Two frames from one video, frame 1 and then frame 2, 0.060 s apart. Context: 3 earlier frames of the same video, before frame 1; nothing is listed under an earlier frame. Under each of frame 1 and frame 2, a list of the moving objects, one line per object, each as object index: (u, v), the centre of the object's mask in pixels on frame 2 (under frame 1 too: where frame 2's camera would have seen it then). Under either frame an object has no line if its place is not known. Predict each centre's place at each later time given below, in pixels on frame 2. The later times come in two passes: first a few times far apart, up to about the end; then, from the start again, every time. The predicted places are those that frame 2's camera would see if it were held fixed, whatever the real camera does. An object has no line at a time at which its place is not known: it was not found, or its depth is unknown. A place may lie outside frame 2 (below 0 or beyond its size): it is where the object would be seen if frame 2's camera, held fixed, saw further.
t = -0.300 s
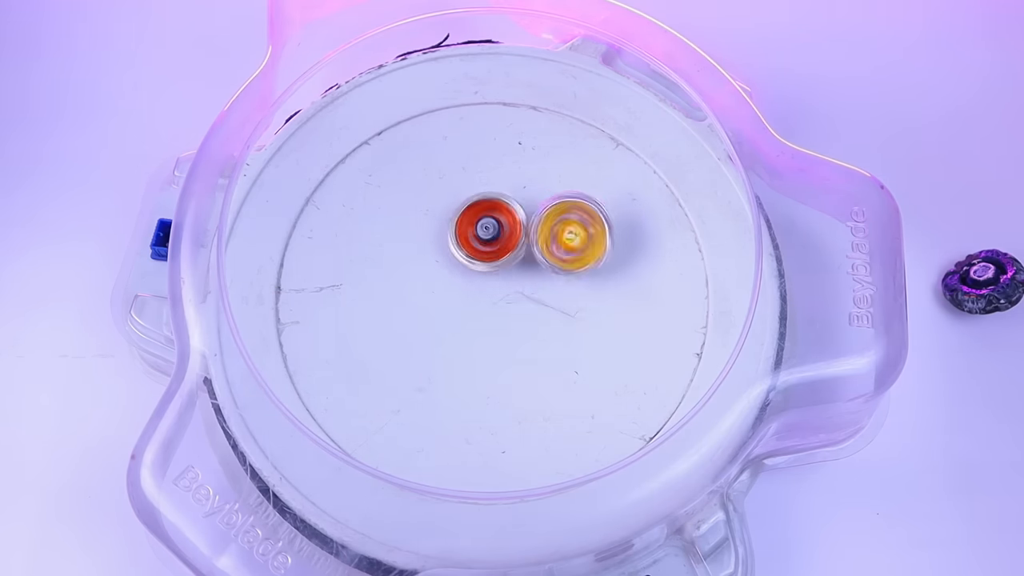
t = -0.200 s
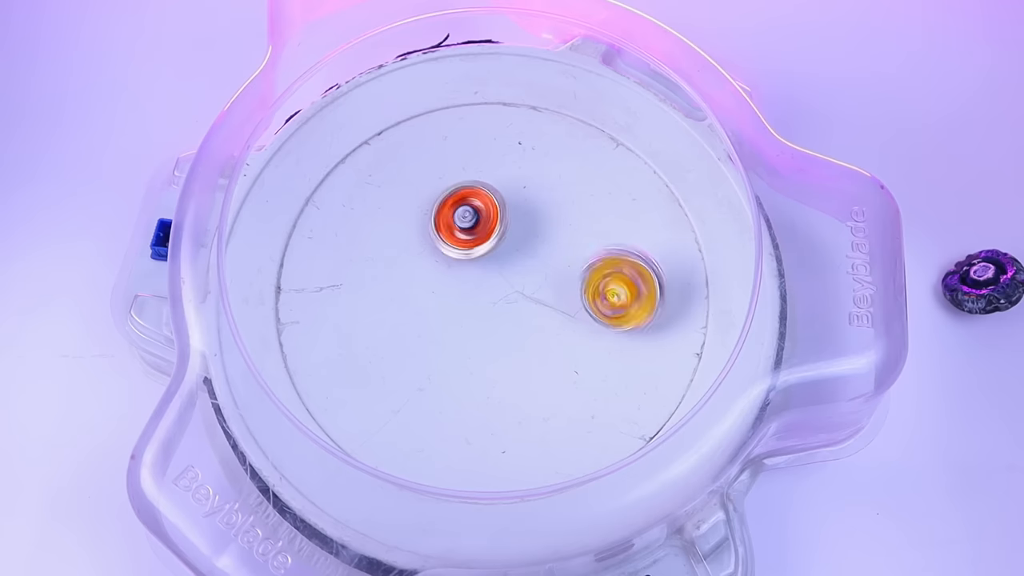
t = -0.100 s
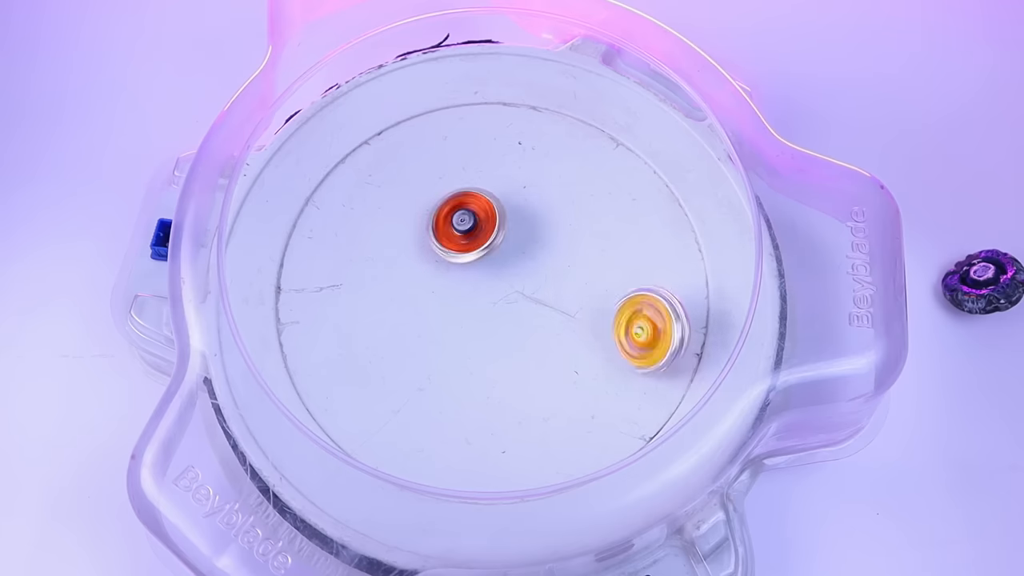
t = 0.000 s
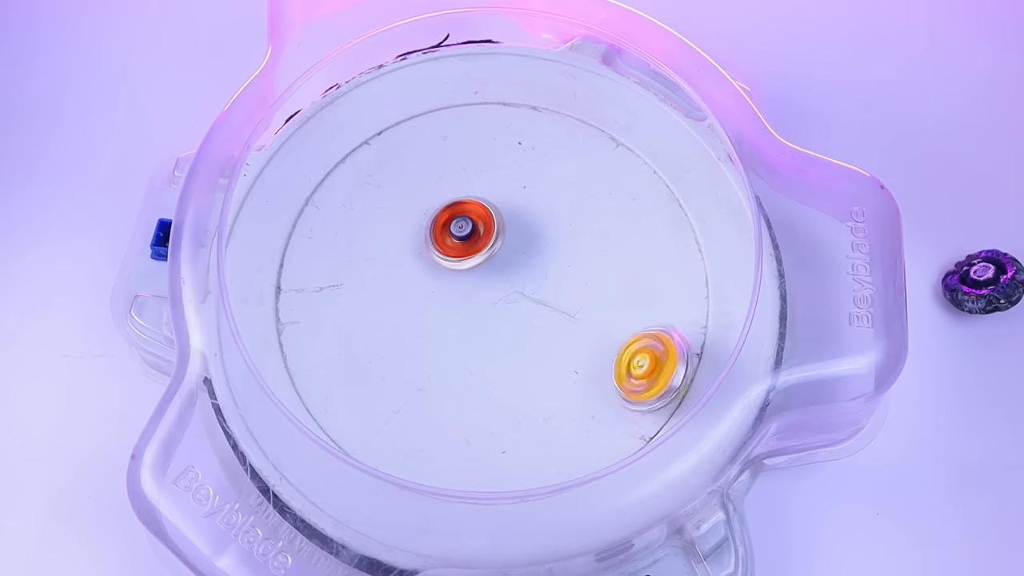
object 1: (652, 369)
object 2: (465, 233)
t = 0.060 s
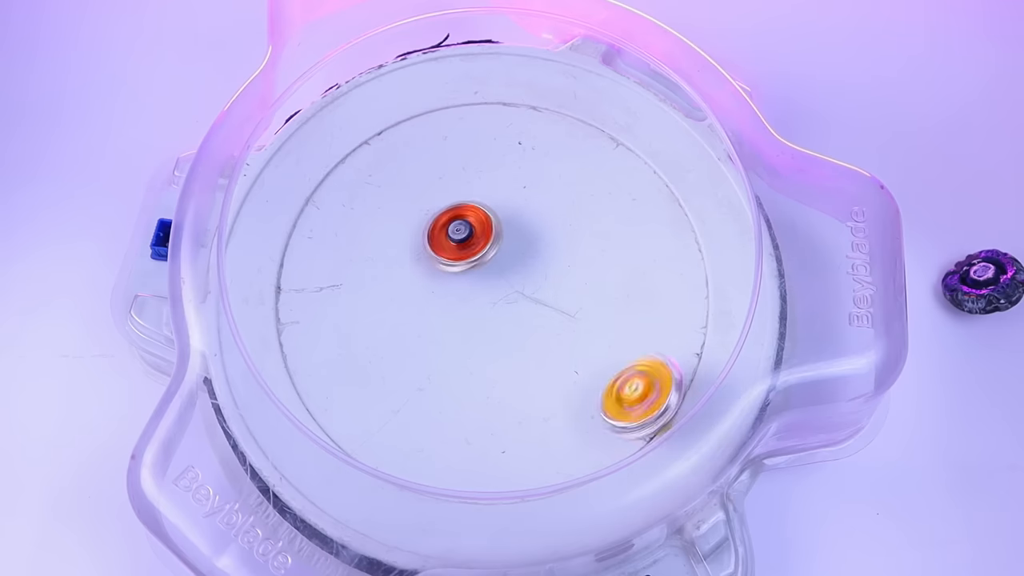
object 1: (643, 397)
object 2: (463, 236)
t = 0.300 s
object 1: (498, 419)
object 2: (450, 249)
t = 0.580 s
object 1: (339, 266)
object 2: (434, 250)
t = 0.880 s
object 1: (417, 149)
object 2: (432, 245)
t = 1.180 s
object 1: (588, 252)
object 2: (442, 255)
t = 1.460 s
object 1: (515, 421)
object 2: (441, 274)
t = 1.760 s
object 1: (335, 376)
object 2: (431, 289)
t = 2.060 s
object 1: (413, 219)
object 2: (446, 296)
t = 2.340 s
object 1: (562, 272)
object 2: (459, 303)
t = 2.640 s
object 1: (479, 405)
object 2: (465, 320)
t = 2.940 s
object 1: (376, 293)
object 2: (464, 328)
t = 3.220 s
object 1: (530, 225)
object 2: (467, 330)
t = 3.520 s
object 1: (647, 222)
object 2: (477, 333)
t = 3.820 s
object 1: (632, 229)
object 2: (488, 339)
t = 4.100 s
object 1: (623, 206)
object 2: (493, 339)
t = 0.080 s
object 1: (637, 405)
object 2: (462, 238)
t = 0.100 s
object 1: (630, 413)
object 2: (461, 239)
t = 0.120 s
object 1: (622, 416)
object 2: (460, 241)
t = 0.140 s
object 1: (609, 421)
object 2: (459, 242)
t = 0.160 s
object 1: (600, 421)
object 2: (458, 243)
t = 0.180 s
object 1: (586, 424)
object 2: (458, 244)
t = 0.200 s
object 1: (576, 425)
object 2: (456, 245)
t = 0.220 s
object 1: (561, 425)
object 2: (455, 246)
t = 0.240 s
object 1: (550, 424)
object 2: (454, 247)
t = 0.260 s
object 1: (531, 424)
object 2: (453, 247)
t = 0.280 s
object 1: (517, 421)
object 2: (452, 248)
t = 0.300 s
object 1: (498, 419)
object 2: (450, 249)
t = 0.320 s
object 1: (484, 413)
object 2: (449, 249)
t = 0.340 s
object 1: (467, 408)
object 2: (448, 250)
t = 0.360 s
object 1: (452, 400)
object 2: (446, 251)
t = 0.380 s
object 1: (435, 392)
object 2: (446, 251)
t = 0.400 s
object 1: (422, 382)
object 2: (444, 252)
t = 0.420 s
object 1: (409, 373)
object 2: (443, 251)
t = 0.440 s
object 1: (398, 361)
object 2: (442, 252)
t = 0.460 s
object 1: (385, 350)
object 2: (440, 252)
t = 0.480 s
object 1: (375, 336)
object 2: (439, 251)
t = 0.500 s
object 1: (366, 324)
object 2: (438, 252)
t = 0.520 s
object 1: (358, 309)
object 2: (437, 251)
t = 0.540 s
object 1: (349, 295)
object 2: (436, 250)
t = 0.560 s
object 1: (344, 279)
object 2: (435, 251)
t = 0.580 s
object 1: (339, 266)
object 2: (434, 250)
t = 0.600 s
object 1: (337, 252)
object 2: (434, 249)
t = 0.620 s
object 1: (332, 241)
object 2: (433, 248)
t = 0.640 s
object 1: (333, 225)
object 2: (433, 247)
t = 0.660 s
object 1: (333, 214)
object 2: (433, 247)
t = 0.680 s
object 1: (336, 200)
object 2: (433, 247)
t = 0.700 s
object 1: (339, 190)
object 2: (433, 246)
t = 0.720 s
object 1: (341, 177)
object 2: (432, 246)
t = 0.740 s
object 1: (346, 168)
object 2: (432, 246)
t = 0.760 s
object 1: (351, 158)
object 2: (432, 245)
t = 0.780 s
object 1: (362, 157)
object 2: (432, 245)
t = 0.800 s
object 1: (371, 154)
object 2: (432, 244)
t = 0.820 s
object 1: (382, 152)
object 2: (433, 244)
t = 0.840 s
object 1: (392, 151)
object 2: (432, 244)
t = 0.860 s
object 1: (405, 151)
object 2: (433, 244)
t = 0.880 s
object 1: (417, 149)
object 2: (432, 245)
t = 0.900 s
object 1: (429, 147)
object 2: (432, 245)
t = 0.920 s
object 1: (445, 148)
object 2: (434, 244)
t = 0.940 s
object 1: (457, 150)
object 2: (434, 245)
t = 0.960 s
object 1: (471, 154)
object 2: (435, 245)
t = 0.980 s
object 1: (486, 158)
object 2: (435, 246)
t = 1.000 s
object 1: (501, 163)
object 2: (436, 247)
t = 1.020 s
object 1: (515, 171)
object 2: (436, 247)
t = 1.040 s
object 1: (526, 177)
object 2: (437, 247)
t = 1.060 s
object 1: (537, 186)
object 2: (438, 248)
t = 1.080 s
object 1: (547, 192)
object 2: (439, 249)
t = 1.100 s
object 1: (558, 204)
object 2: (439, 250)
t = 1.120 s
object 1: (565, 211)
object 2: (440, 251)
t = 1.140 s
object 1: (575, 226)
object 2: (441, 252)
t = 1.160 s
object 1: (581, 237)
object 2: (441, 254)
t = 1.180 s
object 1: (588, 252)
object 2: (442, 255)
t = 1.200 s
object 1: (590, 265)
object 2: (442, 256)
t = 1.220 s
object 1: (594, 280)
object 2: (443, 257)
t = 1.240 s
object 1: (594, 293)
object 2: (444, 259)
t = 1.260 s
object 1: (596, 307)
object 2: (443, 260)
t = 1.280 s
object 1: (594, 321)
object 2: (443, 261)
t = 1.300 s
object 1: (591, 334)
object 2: (443, 263)
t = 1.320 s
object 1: (585, 348)
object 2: (443, 264)
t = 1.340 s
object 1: (581, 360)
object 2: (443, 265)
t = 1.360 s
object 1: (570, 375)
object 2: (443, 267)
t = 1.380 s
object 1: (564, 384)
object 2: (443, 268)
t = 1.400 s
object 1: (551, 396)
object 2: (443, 270)
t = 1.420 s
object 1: (542, 404)
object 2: (442, 271)
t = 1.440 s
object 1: (526, 415)
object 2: (442, 272)
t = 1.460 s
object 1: (515, 421)
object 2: (441, 274)
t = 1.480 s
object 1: (499, 428)
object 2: (441, 275)
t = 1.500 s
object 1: (483, 431)
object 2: (441, 276)
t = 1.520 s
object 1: (467, 436)
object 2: (440, 277)
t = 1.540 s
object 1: (450, 437)
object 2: (439, 279)
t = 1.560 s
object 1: (437, 437)
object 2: (439, 279)
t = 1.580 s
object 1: (420, 436)
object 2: (438, 281)
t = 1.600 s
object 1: (408, 434)
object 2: (438, 282)
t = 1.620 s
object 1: (392, 431)
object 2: (437, 283)
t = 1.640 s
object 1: (381, 425)
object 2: (436, 284)
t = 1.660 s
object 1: (369, 420)
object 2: (436, 285)
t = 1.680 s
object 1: (358, 412)
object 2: (435, 286)
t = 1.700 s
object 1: (352, 406)
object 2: (433, 287)
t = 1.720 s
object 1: (343, 395)
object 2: (433, 288)
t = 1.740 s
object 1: (340, 386)
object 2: (433, 289)
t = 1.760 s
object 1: (335, 376)
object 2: (431, 289)
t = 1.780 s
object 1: (332, 364)
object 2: (431, 290)
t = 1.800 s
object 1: (331, 353)
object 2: (430, 291)
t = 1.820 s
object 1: (331, 340)
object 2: (430, 291)
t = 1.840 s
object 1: (335, 331)
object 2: (430, 291)
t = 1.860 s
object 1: (336, 318)
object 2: (429, 292)
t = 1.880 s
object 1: (342, 307)
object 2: (429, 292)
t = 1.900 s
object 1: (343, 294)
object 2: (434, 293)
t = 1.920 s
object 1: (348, 280)
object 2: (440, 293)
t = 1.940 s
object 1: (354, 270)
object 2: (443, 294)
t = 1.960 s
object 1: (360, 258)
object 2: (444, 295)
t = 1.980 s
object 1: (370, 249)
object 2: (443, 296)
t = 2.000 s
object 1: (379, 238)
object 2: (443, 296)
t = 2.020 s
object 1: (392, 230)
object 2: (443, 295)
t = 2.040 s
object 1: (402, 225)
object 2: (445, 295)
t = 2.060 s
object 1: (413, 219)
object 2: (446, 296)
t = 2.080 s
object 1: (424, 217)
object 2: (446, 297)
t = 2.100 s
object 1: (432, 214)
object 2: (447, 296)
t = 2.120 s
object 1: (447, 211)
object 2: (449, 296)
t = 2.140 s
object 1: (457, 212)
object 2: (450, 296)
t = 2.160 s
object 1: (471, 212)
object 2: (451, 297)
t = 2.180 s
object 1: (485, 216)
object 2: (452, 298)
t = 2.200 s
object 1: (497, 219)
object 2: (452, 298)
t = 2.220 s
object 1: (513, 226)
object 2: (454, 299)
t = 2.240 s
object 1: (521, 231)
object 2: (455, 299)
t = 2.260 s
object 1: (533, 239)
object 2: (455, 300)
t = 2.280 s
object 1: (540, 246)
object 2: (456, 301)
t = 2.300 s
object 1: (548, 252)
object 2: (457, 302)
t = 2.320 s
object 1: (555, 264)
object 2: (458, 302)
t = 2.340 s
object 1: (562, 272)
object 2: (459, 303)
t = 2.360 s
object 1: (567, 285)
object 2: (459, 305)
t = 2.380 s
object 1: (571, 296)
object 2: (460, 305)
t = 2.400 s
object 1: (574, 309)
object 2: (461, 306)
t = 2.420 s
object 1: (574, 322)
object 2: (462, 308)
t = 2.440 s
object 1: (574, 333)
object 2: (463, 308)
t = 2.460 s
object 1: (570, 346)
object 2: (464, 310)
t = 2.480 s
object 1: (568, 355)
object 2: (463, 311)
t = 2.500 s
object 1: (560, 367)
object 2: (464, 312)
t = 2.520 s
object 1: (554, 374)
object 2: (464, 313)
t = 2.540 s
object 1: (545, 382)
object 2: (464, 314)
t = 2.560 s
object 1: (533, 389)
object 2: (465, 315)
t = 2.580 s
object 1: (521, 395)
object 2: (465, 316)
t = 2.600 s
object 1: (507, 400)
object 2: (464, 318)
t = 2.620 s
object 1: (495, 403)
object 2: (465, 319)
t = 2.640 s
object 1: (479, 405)
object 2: (465, 320)
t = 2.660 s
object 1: (466, 405)
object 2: (464, 321)
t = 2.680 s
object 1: (452, 404)
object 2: (464, 322)
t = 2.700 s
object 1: (438, 401)
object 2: (464, 323)
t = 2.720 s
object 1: (429, 398)
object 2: (463, 324)
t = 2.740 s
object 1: (417, 392)
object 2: (464, 325)
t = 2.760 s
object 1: (408, 385)
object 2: (463, 326)
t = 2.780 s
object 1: (397, 378)
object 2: (465, 324)
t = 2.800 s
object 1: (387, 367)
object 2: (465, 325)
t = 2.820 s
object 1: (383, 359)
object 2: (465, 326)
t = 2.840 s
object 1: (376, 347)
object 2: (464, 327)
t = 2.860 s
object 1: (373, 335)
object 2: (464, 327)
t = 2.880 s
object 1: (372, 325)
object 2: (464, 327)
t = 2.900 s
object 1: (371, 312)
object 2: (464, 327)
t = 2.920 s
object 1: (374, 303)
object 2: (464, 328)
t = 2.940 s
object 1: (376, 293)
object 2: (464, 328)
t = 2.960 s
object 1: (382, 283)
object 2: (464, 328)
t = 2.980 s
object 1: (388, 277)
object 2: (465, 328)
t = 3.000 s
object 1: (394, 267)
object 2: (465, 328)
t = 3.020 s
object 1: (404, 261)
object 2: (465, 329)
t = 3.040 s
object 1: (411, 255)
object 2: (465, 329)
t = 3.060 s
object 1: (422, 248)
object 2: (465, 329)
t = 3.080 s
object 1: (432, 245)
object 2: (465, 329)
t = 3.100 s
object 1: (444, 240)
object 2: (466, 329)
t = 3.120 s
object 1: (459, 238)
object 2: (466, 329)
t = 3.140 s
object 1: (468, 236)
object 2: (466, 330)
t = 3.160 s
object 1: (484, 233)
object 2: (466, 330)
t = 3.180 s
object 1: (498, 235)
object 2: (465, 330)
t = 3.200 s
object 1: (513, 230)
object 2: (466, 330)
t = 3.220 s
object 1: (530, 225)
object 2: (467, 330)
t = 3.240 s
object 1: (544, 222)
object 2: (467, 330)
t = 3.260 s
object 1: (559, 220)
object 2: (467, 330)
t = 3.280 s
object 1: (573, 215)
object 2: (468, 330)
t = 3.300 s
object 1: (586, 212)
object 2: (468, 330)
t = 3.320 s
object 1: (599, 210)
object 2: (469, 330)
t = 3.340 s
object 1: (609, 211)
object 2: (470, 331)
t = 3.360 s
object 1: (619, 207)
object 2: (470, 331)
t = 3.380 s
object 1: (628, 203)
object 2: (471, 331)
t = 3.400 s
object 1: (635, 202)
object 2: (472, 331)
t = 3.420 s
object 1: (640, 205)
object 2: (472, 331)
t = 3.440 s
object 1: (644, 211)
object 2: (474, 331)
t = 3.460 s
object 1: (645, 215)
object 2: (475, 332)
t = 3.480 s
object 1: (646, 218)
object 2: (475, 332)
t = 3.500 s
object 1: (647, 219)
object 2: (476, 332)
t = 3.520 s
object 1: (647, 222)
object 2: (477, 333)
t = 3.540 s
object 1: (646, 225)
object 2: (478, 333)
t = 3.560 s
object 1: (644, 227)
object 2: (479, 333)
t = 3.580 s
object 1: (643, 230)
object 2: (480, 334)
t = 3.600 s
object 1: (642, 233)
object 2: (480, 334)
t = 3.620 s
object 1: (642, 235)
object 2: (481, 334)
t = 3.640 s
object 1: (641, 237)
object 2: (482, 335)
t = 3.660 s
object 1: (640, 238)
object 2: (483, 335)
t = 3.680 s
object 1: (639, 238)
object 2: (484, 336)
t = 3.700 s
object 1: (638, 237)
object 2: (485, 336)
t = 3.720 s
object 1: (637, 236)
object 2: (485, 337)
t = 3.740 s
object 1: (636, 235)
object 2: (486, 337)
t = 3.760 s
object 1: (635, 234)
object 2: (487, 338)
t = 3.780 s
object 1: (634, 233)
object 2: (487, 338)
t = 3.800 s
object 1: (633, 231)
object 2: (488, 339)
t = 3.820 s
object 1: (632, 229)
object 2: (488, 339)
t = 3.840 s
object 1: (631, 227)
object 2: (488, 339)
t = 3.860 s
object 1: (630, 226)
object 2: (489, 339)
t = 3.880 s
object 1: (630, 224)
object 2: (490, 340)
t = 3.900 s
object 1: (629, 223)
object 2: (490, 340)
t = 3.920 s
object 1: (628, 221)
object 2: (490, 340)
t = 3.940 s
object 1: (628, 219)
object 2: (490, 340)
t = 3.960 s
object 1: (628, 218)
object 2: (490, 339)
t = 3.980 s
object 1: (627, 216)
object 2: (491, 339)
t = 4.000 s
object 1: (626, 214)
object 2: (491, 340)
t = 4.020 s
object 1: (624, 211)
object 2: (491, 339)
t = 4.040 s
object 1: (623, 209)
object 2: (492, 339)
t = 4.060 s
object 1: (623, 208)
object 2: (492, 339)
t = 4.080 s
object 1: (623, 207)
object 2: (492, 339)
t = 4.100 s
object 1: (623, 206)
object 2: (493, 339)
